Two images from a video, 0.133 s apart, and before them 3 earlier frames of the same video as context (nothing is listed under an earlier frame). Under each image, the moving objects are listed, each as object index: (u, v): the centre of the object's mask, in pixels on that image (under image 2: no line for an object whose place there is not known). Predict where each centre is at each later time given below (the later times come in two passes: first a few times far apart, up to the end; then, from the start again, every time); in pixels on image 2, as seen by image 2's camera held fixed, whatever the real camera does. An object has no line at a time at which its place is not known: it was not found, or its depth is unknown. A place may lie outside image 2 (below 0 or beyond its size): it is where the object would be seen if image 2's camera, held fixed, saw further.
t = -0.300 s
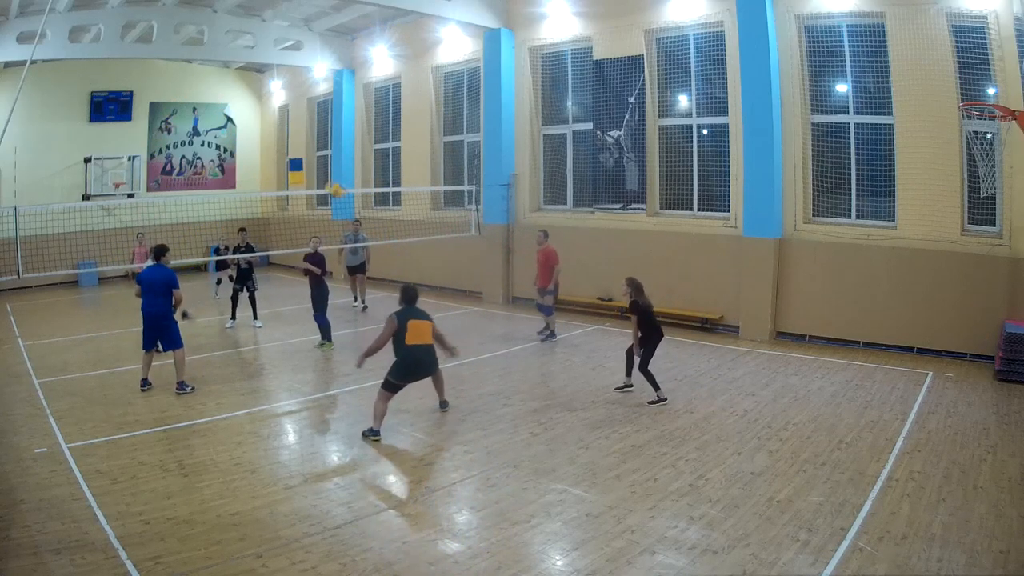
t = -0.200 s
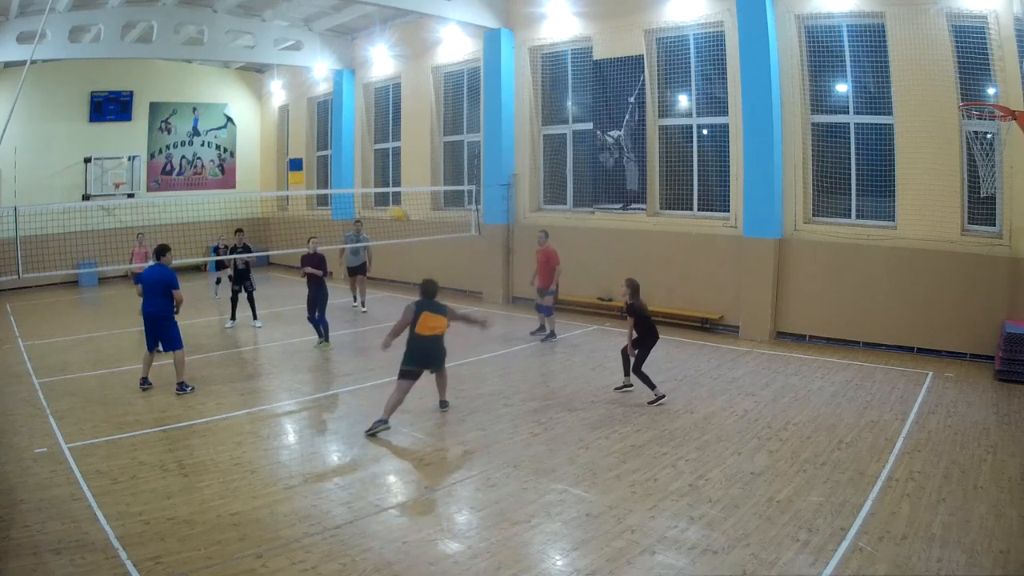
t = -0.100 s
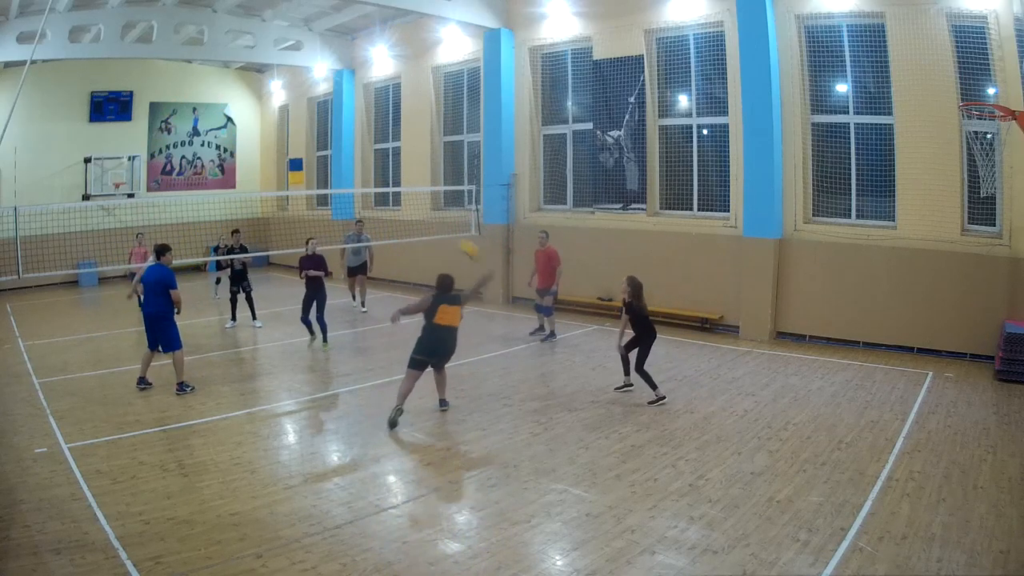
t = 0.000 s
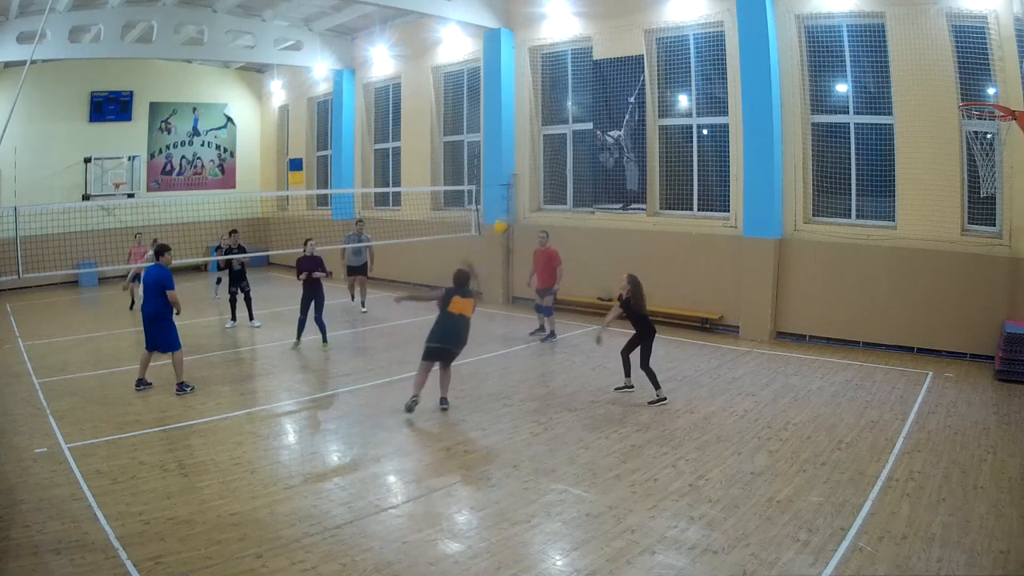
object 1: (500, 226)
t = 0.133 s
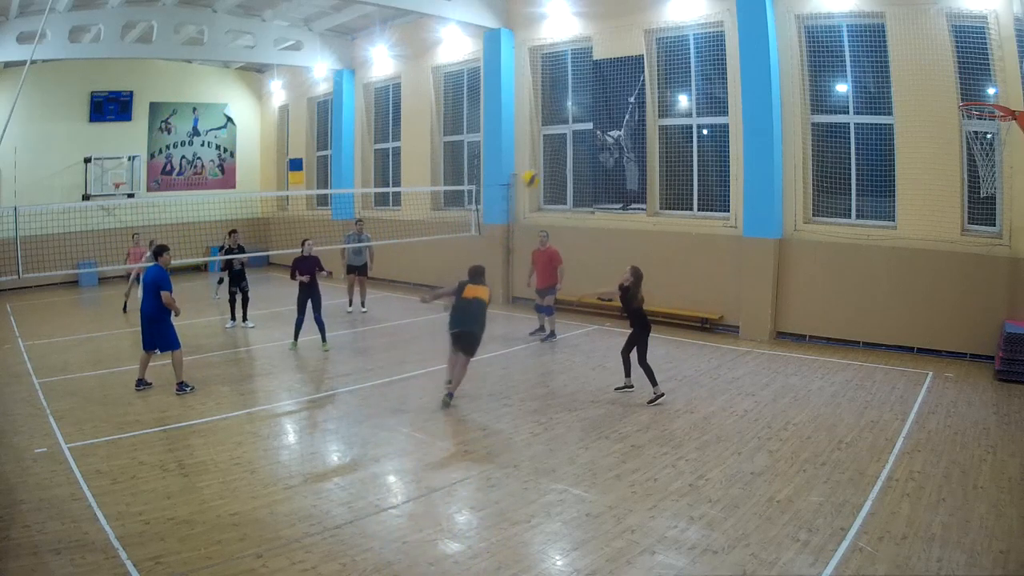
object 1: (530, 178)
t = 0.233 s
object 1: (554, 151)
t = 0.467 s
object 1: (611, 121)
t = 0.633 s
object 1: (656, 131)
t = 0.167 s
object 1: (538, 168)
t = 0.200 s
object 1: (546, 160)
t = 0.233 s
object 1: (554, 151)
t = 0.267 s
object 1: (561, 145)
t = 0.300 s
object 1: (571, 138)
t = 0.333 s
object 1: (578, 133)
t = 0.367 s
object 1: (587, 128)
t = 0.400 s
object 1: (596, 124)
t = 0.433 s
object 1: (603, 122)
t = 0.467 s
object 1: (611, 121)
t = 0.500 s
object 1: (620, 121)
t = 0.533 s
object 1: (629, 122)
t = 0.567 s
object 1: (637, 123)
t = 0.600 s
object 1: (646, 126)
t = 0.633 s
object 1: (656, 131)
